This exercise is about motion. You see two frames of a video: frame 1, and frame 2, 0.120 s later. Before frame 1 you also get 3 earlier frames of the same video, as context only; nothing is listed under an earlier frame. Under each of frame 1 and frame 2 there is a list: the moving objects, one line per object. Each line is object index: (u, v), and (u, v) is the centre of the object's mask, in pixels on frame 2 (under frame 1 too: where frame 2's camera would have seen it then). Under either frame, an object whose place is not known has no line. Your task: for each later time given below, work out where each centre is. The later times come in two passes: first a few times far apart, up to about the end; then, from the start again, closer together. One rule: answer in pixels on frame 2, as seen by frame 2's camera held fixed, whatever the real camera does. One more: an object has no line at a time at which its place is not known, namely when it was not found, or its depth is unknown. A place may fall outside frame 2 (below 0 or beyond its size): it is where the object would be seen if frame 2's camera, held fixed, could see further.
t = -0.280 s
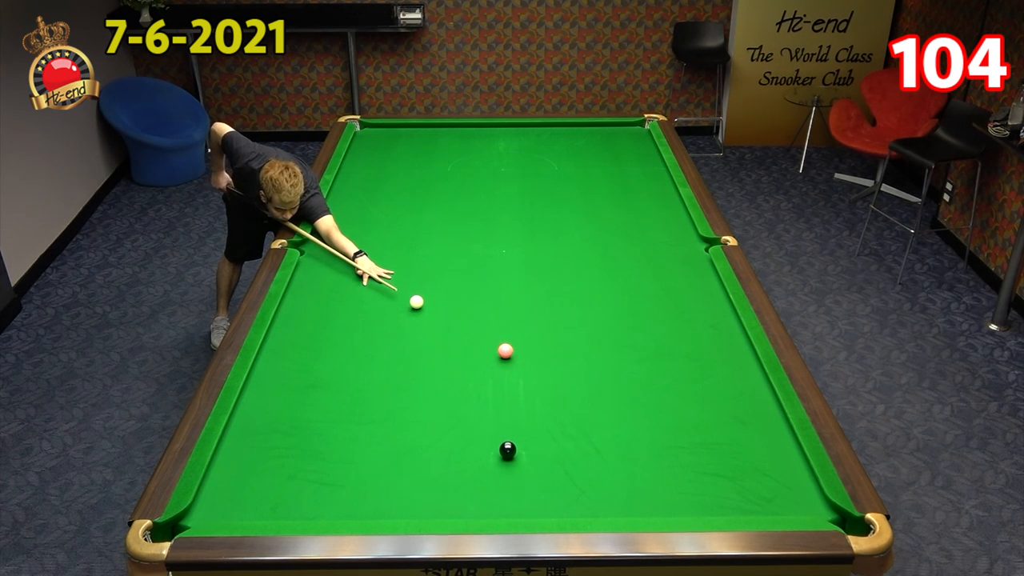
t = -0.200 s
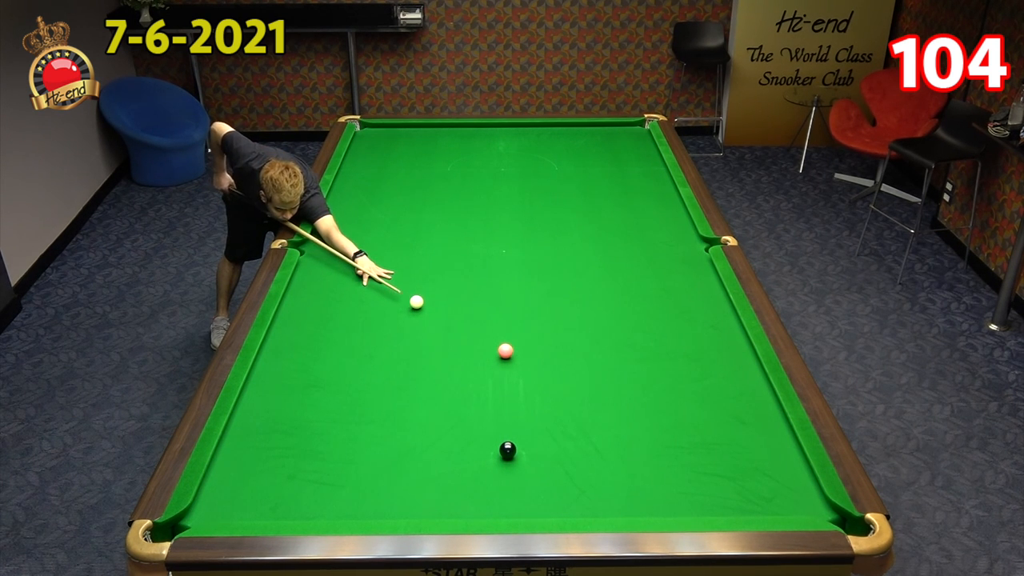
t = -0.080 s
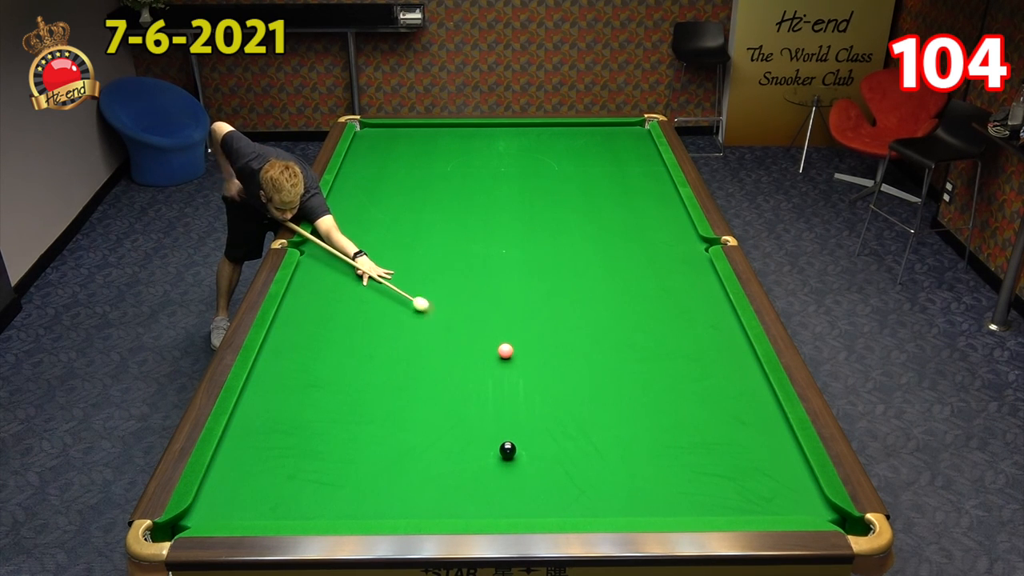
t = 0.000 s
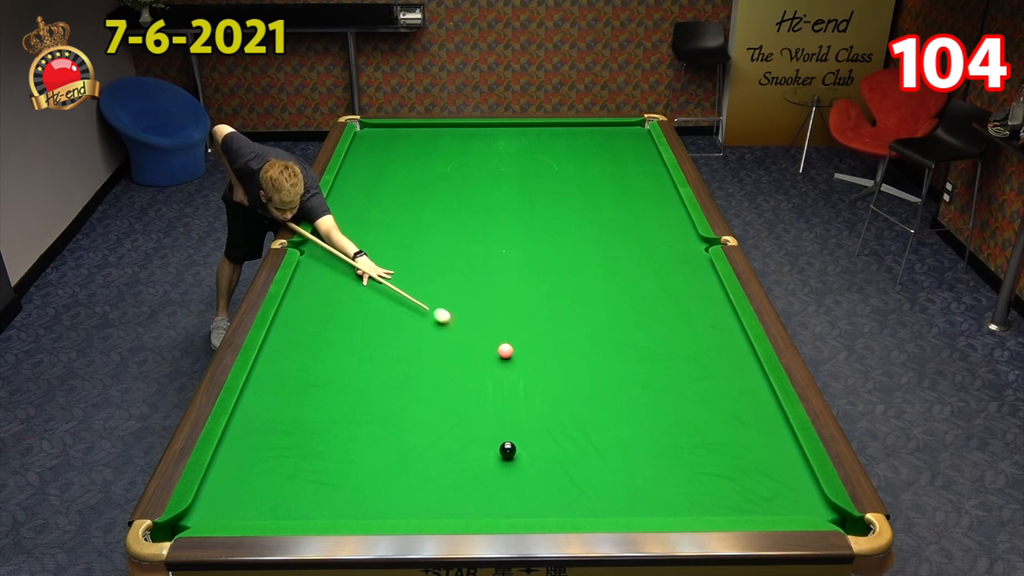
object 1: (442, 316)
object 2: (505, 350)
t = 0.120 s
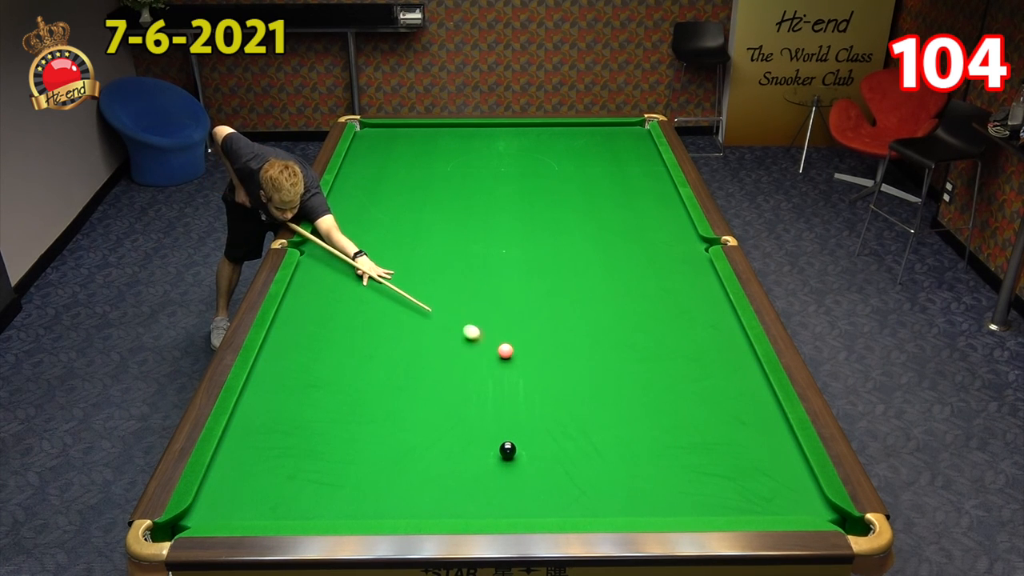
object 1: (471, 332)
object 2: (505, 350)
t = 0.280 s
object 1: (495, 346)
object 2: (518, 357)
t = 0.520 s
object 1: (506, 353)
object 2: (562, 380)
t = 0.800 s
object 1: (520, 361)
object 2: (610, 405)
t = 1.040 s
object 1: (531, 369)
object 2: (654, 428)
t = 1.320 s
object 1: (543, 377)
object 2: (707, 456)
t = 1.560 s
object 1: (553, 383)
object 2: (754, 481)
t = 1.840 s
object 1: (563, 389)
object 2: (812, 510)
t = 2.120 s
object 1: (572, 395)
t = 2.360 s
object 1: (579, 400)
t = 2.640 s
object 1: (587, 404)
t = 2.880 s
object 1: (592, 407)
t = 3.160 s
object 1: (598, 410)
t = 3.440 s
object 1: (601, 412)
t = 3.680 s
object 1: (603, 414)
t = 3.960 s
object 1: (603, 415)
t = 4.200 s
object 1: (603, 415)
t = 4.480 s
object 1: (603, 415)
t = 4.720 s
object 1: (603, 415)
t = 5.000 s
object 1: (603, 415)
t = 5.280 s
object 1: (603, 415)
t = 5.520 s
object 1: (603, 415)
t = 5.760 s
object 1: (603, 415)
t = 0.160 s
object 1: (480, 337)
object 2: (505, 350)
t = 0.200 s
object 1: (489, 342)
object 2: (505, 351)
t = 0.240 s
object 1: (495, 345)
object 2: (510, 352)
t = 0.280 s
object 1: (495, 346)
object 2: (518, 357)
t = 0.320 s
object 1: (496, 347)
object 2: (527, 361)
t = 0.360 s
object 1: (498, 348)
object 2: (534, 366)
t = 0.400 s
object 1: (500, 349)
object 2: (542, 369)
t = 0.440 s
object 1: (502, 351)
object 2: (548, 373)
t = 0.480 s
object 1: (504, 352)
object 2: (555, 377)
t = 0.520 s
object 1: (506, 353)
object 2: (562, 380)
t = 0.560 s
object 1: (508, 354)
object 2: (569, 383)
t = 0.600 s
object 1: (510, 356)
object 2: (575, 387)
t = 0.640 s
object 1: (512, 357)
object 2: (582, 391)
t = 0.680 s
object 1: (514, 358)
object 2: (589, 394)
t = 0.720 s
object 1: (516, 359)
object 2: (596, 398)
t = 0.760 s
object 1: (518, 360)
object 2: (603, 402)
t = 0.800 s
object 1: (520, 361)
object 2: (610, 405)
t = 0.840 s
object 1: (522, 363)
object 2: (617, 409)
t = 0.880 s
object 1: (523, 364)
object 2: (625, 413)
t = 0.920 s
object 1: (525, 365)
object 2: (632, 417)
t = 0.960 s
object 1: (527, 366)
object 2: (639, 420)
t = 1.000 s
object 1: (529, 368)
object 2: (646, 424)
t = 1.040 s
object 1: (531, 369)
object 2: (654, 428)
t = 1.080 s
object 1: (532, 370)
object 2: (661, 432)
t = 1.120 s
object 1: (534, 371)
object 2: (669, 436)
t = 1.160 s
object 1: (536, 372)
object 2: (676, 440)
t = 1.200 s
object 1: (538, 373)
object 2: (684, 444)
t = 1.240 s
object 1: (539, 374)
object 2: (691, 448)
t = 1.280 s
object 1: (541, 375)
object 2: (699, 452)
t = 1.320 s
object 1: (543, 377)
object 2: (707, 456)
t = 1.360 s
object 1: (544, 378)
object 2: (714, 460)
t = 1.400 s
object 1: (546, 379)
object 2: (722, 464)
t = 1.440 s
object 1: (548, 380)
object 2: (730, 469)
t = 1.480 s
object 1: (549, 381)
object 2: (738, 473)
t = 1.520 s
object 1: (551, 382)
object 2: (746, 477)
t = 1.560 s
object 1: (553, 383)
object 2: (754, 481)
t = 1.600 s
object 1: (554, 384)
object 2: (762, 486)
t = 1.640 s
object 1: (556, 385)
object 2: (770, 490)
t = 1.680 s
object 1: (557, 386)
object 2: (778, 495)
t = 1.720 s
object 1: (559, 387)
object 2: (786, 499)
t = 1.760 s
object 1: (560, 388)
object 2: (795, 503)
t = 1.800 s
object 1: (561, 389)
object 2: (803, 506)
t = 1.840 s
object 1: (563, 389)
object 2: (812, 510)
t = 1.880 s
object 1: (564, 390)
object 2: (820, 513)
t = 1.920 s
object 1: (565, 391)
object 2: (829, 515)
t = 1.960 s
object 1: (567, 392)
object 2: (836, 520)
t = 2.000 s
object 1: (568, 393)
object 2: (843, 526)
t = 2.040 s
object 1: (569, 394)
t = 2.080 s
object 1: (571, 395)
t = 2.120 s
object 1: (572, 395)
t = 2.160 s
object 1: (573, 396)
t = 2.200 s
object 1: (574, 397)
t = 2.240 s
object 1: (576, 398)
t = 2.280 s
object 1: (577, 399)
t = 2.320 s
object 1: (578, 399)
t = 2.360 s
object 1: (579, 400)
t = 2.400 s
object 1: (580, 401)
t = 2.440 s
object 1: (581, 401)
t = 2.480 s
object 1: (582, 402)
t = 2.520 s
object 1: (583, 403)
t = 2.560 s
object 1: (585, 403)
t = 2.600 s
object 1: (586, 404)
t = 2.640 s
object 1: (587, 404)
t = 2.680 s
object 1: (588, 405)
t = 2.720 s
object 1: (588, 405)
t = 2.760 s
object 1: (589, 406)
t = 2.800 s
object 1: (590, 406)
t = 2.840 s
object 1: (591, 407)
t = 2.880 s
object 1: (592, 407)
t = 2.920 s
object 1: (593, 408)
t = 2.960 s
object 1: (594, 408)
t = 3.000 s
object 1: (595, 409)
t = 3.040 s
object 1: (596, 409)
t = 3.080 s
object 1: (596, 409)
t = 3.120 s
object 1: (597, 410)
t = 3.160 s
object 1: (598, 410)
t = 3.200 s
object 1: (598, 411)
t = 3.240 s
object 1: (599, 411)
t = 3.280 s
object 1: (599, 411)
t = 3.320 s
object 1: (600, 412)
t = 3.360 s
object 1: (601, 412)
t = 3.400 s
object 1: (601, 412)
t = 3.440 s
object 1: (601, 412)
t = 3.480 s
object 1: (602, 413)
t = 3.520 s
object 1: (602, 413)
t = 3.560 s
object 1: (602, 413)
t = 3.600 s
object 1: (603, 413)
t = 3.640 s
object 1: (603, 413)
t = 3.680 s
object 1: (603, 414)
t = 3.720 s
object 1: (603, 414)
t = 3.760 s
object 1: (604, 413)
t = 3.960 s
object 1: (603, 415)
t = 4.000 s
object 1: (603, 414)
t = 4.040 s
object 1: (603, 415)
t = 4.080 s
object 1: (603, 415)
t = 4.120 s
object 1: (603, 415)
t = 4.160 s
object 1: (603, 415)
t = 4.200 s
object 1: (603, 415)
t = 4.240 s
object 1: (603, 415)
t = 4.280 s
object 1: (603, 415)
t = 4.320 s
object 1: (603, 415)
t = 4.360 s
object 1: (603, 415)
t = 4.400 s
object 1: (603, 415)
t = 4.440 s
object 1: (603, 415)
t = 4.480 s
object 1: (603, 415)
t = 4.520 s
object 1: (603, 415)
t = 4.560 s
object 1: (603, 415)
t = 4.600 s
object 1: (603, 415)
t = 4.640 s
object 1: (603, 415)
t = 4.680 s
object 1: (603, 415)
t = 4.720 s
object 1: (603, 415)
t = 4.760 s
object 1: (603, 415)
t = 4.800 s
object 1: (603, 415)
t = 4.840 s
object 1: (603, 415)
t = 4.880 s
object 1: (603, 415)
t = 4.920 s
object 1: (603, 415)
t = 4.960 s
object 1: (603, 415)
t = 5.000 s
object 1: (603, 415)
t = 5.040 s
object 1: (603, 415)
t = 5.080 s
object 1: (603, 415)
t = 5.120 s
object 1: (603, 415)
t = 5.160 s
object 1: (603, 415)
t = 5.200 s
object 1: (603, 415)
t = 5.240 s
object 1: (603, 415)
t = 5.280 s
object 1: (603, 415)
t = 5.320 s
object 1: (603, 415)
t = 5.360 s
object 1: (603, 415)
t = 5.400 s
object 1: (603, 415)
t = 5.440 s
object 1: (603, 415)
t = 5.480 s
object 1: (603, 415)
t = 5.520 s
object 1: (603, 415)
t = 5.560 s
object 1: (603, 415)
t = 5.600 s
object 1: (603, 415)
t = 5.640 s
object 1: (603, 415)
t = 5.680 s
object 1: (603, 415)
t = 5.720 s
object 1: (603, 415)
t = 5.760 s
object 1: (603, 415)
